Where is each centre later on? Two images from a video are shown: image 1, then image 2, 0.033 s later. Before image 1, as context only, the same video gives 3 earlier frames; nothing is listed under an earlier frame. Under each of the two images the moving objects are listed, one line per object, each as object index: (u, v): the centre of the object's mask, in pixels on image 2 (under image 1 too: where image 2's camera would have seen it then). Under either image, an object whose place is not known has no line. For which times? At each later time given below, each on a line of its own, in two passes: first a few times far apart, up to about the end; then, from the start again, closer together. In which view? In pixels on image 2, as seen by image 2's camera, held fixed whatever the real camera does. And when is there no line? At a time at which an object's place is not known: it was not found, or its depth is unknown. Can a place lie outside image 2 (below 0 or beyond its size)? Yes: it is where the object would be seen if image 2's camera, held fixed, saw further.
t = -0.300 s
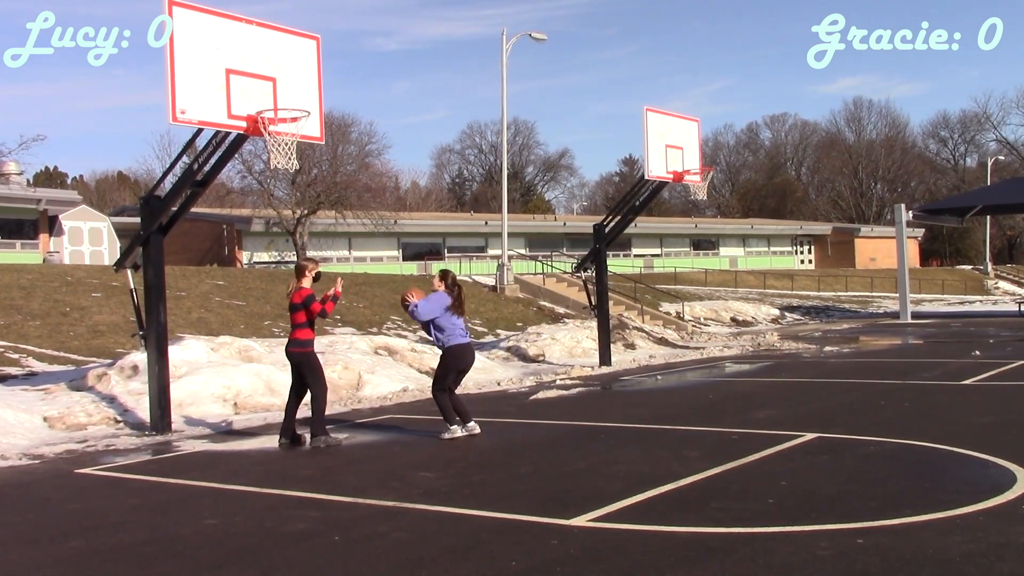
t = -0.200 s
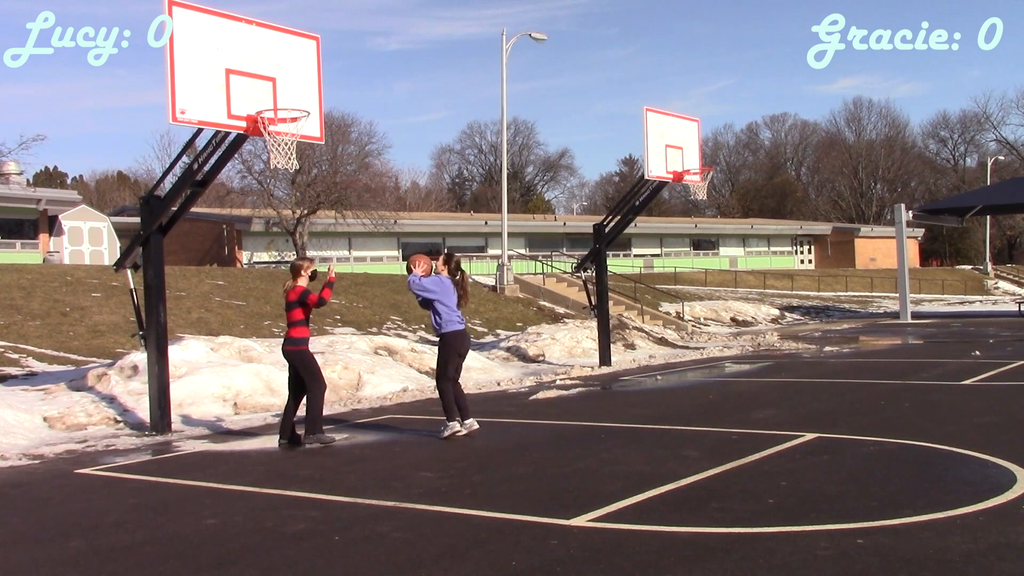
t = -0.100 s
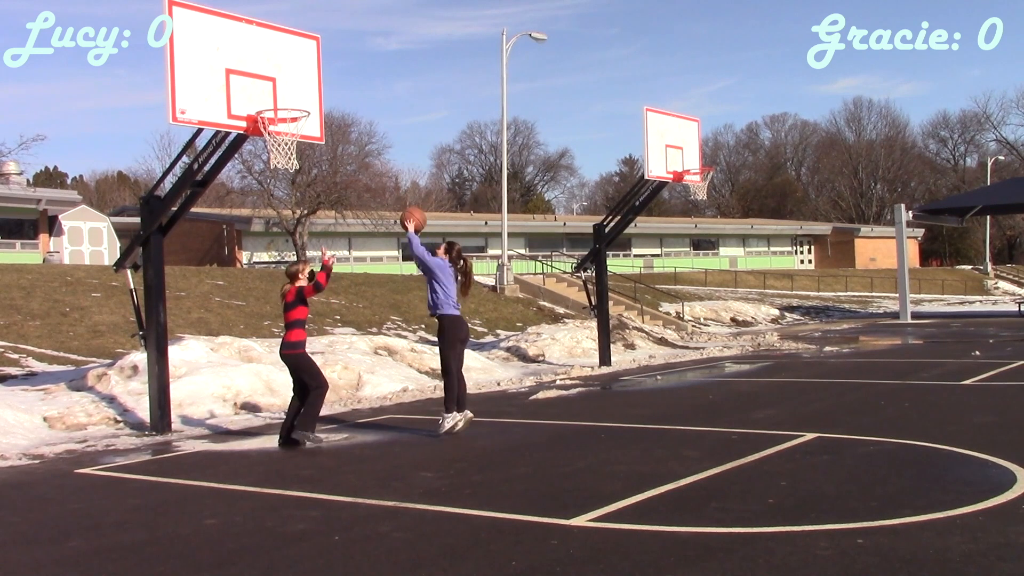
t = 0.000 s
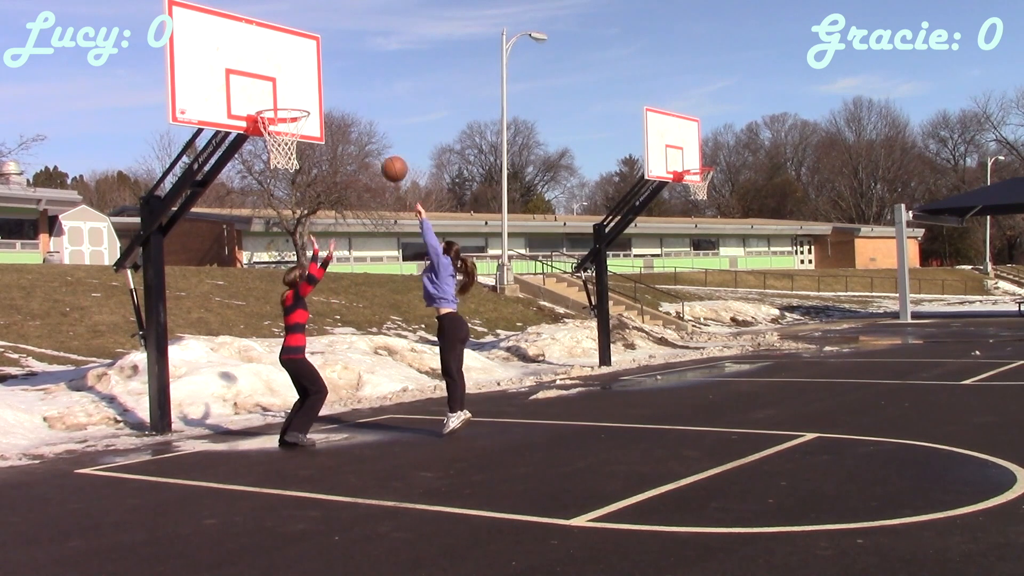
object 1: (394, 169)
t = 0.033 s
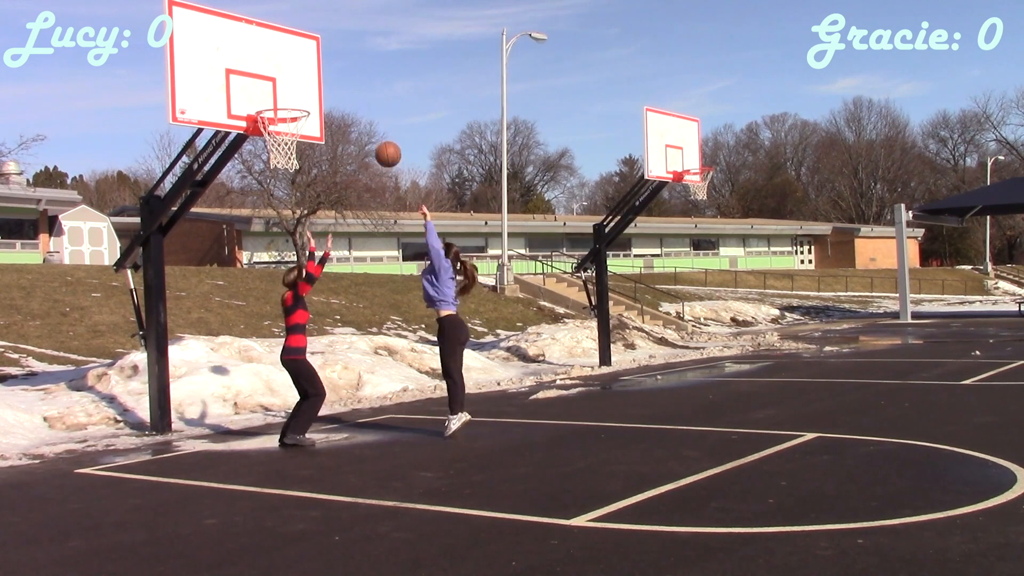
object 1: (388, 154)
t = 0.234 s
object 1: (353, 92)
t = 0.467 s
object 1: (315, 75)
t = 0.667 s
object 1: (286, 105)
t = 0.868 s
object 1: (301, 121)
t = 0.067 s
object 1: (382, 141)
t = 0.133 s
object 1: (370, 117)
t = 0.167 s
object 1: (364, 108)
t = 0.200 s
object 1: (359, 99)
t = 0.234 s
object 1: (353, 92)
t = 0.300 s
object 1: (342, 81)
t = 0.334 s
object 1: (336, 77)
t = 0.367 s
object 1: (331, 75)
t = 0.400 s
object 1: (326, 74)
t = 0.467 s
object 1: (315, 75)
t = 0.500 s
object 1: (310, 77)
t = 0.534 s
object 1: (305, 81)
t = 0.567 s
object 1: (300, 85)
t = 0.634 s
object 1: (290, 97)
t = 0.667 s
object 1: (286, 105)
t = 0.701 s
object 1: (282, 110)
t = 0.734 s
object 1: (284, 110)
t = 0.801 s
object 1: (293, 115)
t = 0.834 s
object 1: (297, 117)
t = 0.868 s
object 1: (301, 121)
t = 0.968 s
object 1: (312, 140)
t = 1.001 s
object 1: (315, 148)
